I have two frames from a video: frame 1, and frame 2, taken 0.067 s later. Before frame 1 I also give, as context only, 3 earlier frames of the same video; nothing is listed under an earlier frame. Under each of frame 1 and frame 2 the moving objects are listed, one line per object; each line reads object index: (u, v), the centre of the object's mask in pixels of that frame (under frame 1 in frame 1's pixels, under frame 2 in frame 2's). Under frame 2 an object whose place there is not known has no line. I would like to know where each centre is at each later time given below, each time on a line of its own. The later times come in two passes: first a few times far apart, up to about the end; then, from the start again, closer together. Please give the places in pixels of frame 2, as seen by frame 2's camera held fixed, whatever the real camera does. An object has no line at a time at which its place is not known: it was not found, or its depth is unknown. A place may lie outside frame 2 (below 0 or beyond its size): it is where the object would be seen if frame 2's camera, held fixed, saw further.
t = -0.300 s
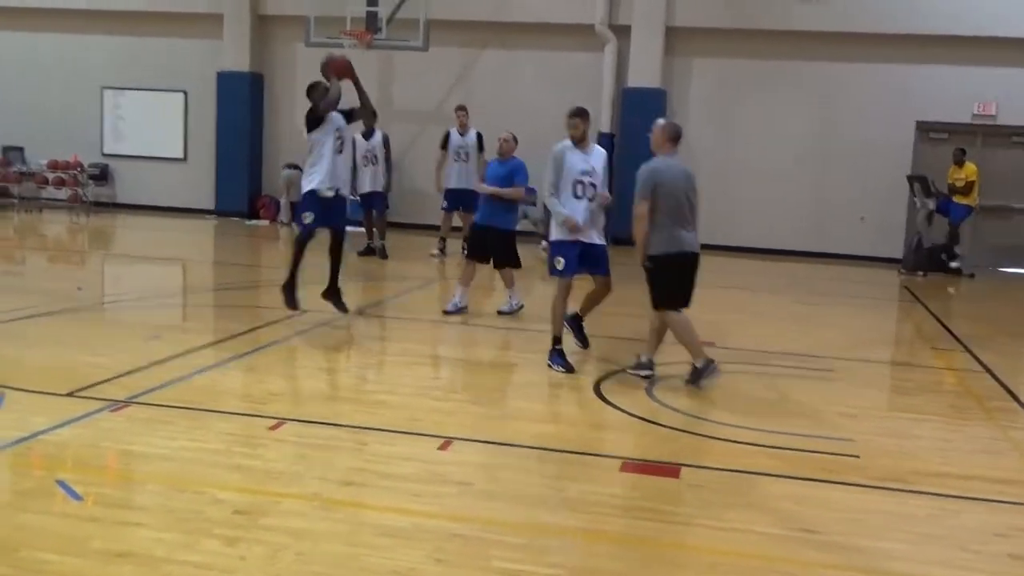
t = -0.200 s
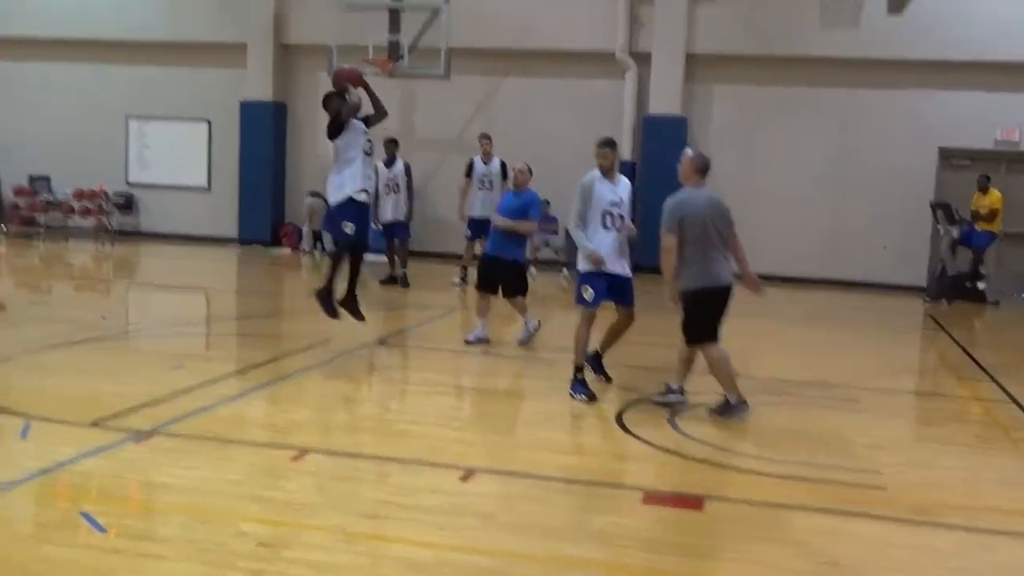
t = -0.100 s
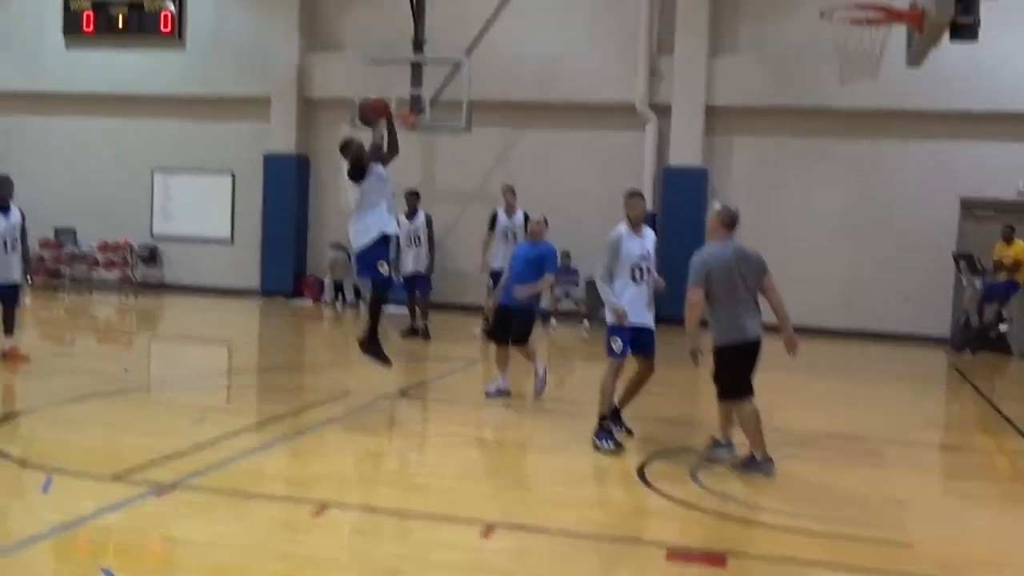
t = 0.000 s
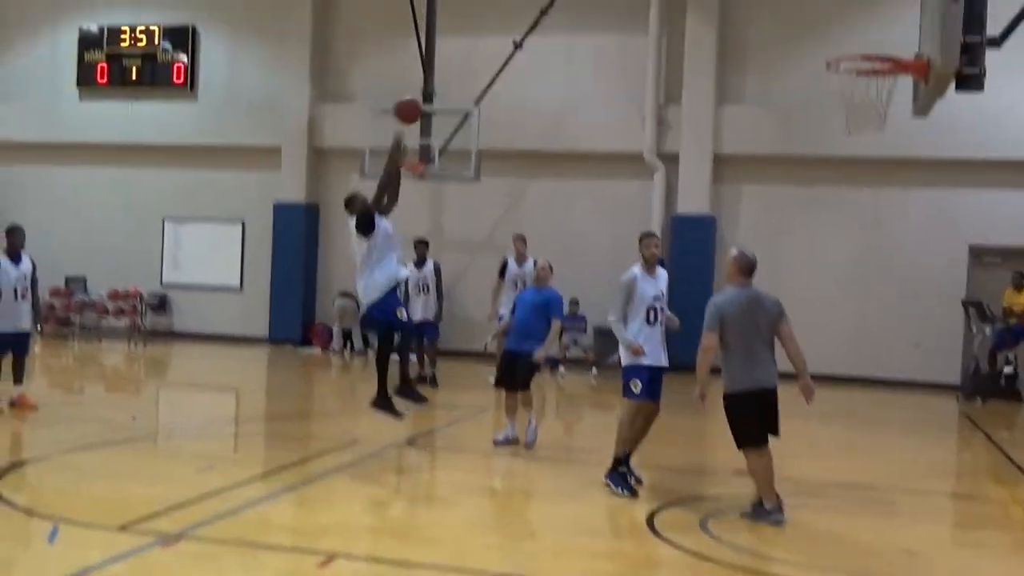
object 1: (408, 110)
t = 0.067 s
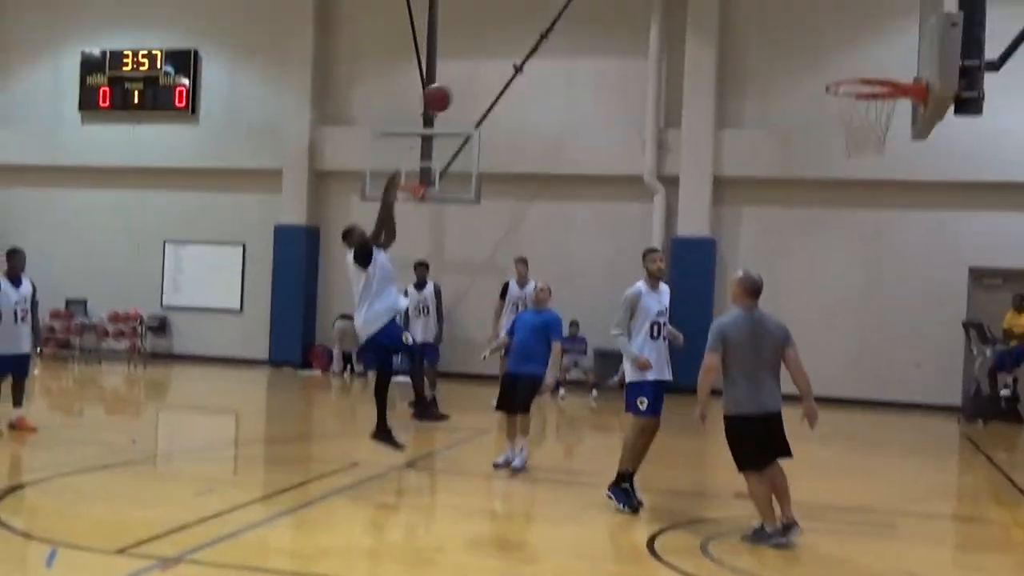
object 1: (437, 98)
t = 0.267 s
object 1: (525, 18)
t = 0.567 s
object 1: (674, -17)
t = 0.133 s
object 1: (466, 66)
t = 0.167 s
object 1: (480, 53)
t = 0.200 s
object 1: (495, 40)
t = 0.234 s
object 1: (510, 28)
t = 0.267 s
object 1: (525, 18)
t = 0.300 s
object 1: (541, 8)
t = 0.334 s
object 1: (557, 0)
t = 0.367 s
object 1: (573, -7)
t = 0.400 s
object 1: (590, -12)
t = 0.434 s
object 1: (606, -16)
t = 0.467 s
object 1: (622, -19)
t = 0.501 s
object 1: (639, -20)
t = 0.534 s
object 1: (656, -20)
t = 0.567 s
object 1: (674, -17)
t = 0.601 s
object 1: (692, -15)
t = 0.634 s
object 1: (711, -10)
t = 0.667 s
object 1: (729, -3)
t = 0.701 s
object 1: (747, 5)
